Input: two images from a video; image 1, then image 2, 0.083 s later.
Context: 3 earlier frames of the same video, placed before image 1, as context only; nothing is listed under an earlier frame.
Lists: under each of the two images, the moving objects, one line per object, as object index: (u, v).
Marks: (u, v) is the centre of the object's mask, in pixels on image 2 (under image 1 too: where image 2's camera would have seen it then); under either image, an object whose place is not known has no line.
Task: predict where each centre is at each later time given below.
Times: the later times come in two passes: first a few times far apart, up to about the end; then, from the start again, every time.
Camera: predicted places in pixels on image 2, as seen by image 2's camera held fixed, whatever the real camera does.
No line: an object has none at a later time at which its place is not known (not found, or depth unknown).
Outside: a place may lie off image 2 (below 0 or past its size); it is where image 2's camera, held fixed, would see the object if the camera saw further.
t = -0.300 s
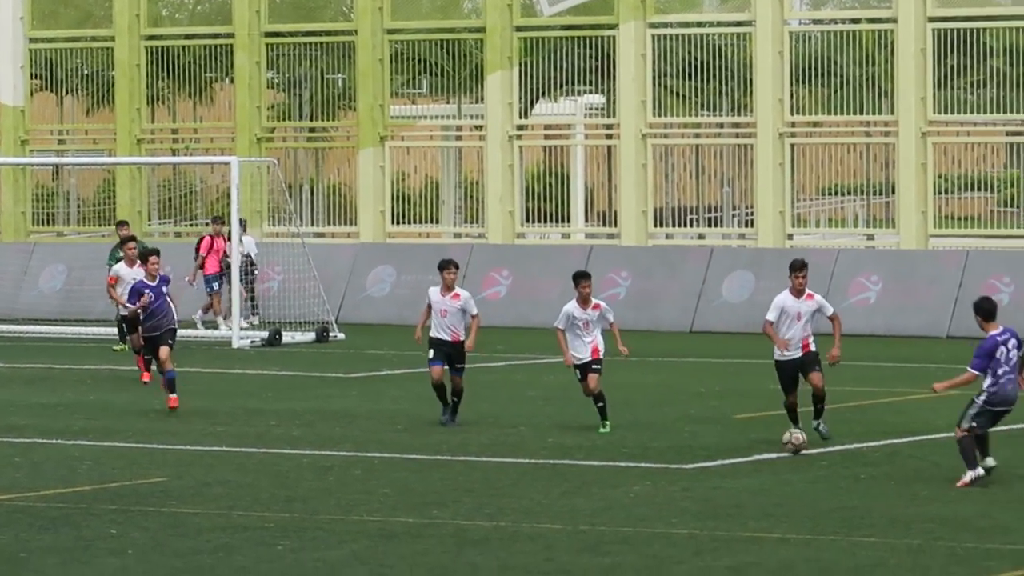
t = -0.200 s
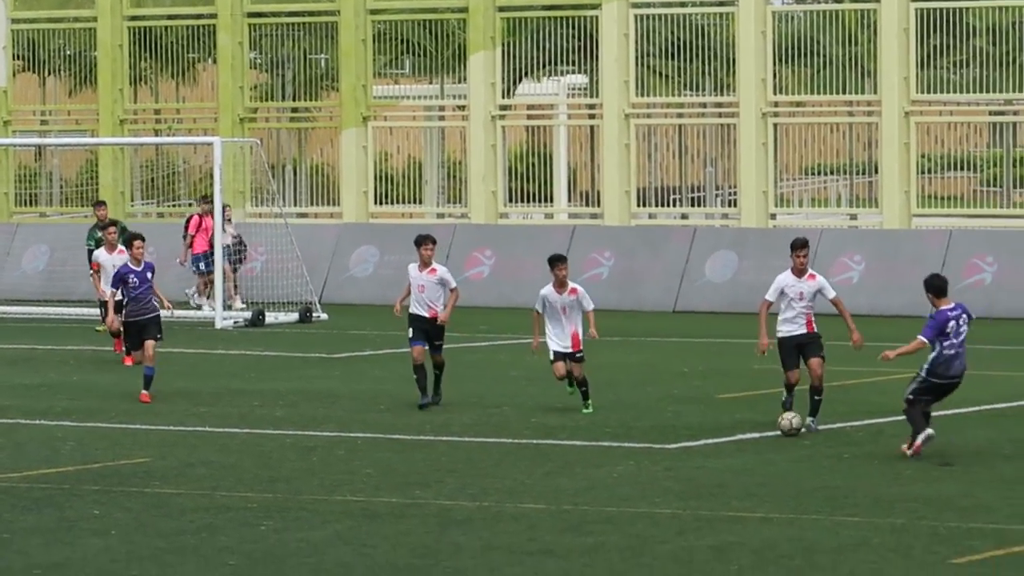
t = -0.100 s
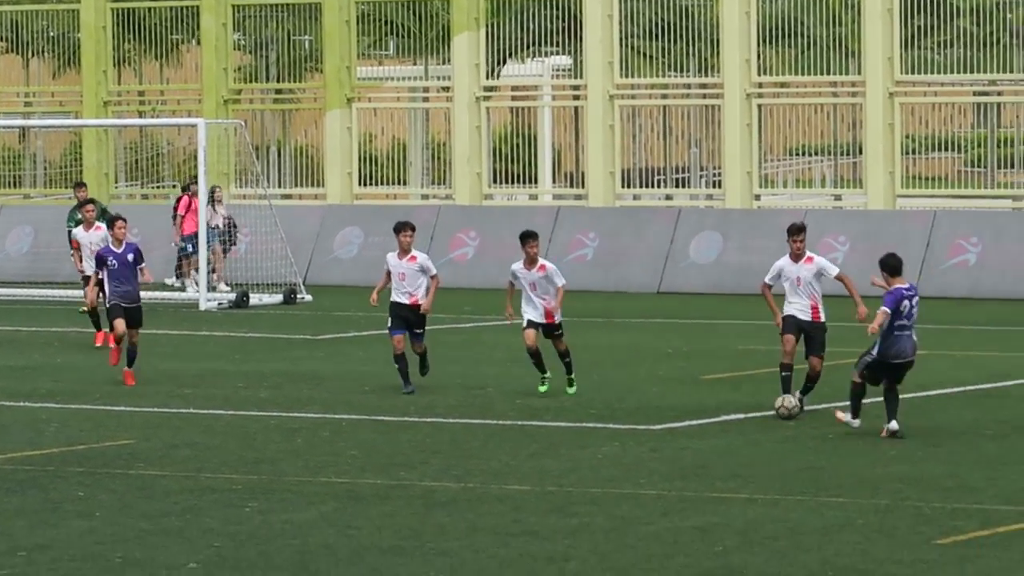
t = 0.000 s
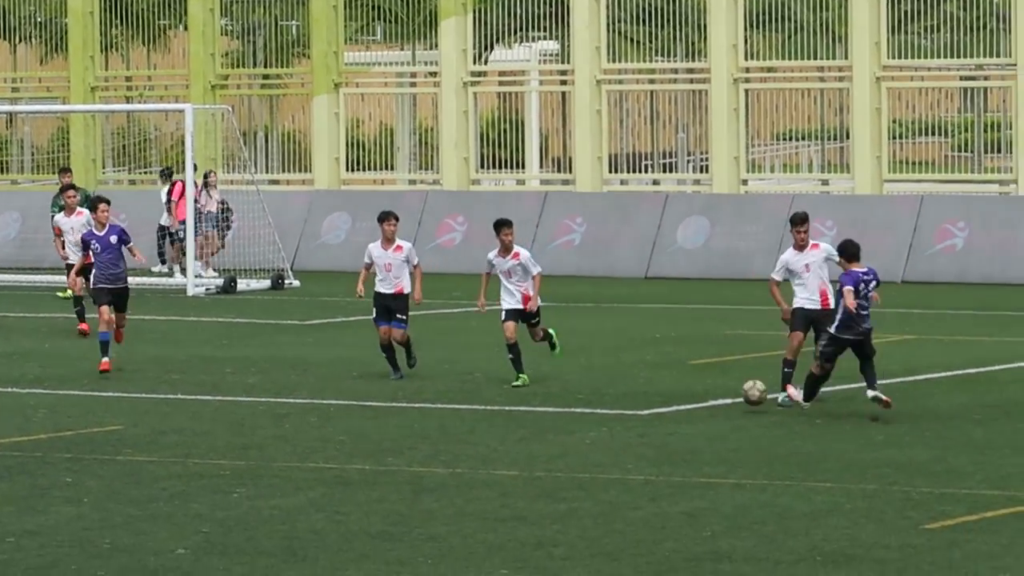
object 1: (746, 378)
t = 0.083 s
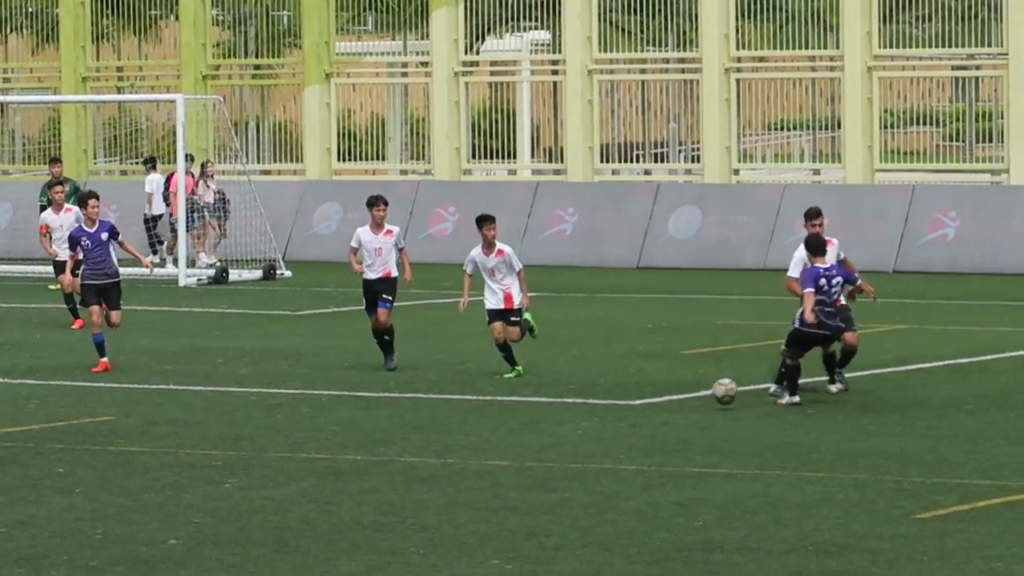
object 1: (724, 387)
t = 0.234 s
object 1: (686, 397)
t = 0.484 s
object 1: (628, 418)
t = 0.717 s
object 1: (584, 432)
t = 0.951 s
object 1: (548, 452)
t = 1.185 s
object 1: (512, 466)
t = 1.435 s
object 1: (470, 485)
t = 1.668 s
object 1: (431, 501)
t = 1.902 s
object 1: (384, 515)
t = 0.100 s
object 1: (720, 390)
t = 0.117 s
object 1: (717, 392)
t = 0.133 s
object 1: (711, 394)
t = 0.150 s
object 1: (708, 399)
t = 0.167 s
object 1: (704, 398)
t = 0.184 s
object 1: (701, 396)
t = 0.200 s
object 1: (695, 398)
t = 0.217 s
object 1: (691, 399)
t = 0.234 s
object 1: (686, 397)
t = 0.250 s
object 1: (682, 398)
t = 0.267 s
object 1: (678, 400)
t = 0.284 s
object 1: (674, 403)
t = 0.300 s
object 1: (670, 405)
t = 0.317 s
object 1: (666, 407)
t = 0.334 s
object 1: (661, 411)
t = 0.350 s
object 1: (658, 412)
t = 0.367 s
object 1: (653, 412)
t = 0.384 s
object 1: (650, 416)
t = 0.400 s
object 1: (646, 417)
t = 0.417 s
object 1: (642, 418)
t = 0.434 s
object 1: (638, 416)
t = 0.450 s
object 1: (636, 417)
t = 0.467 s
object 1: (632, 417)
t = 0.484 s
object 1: (628, 418)
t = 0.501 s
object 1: (624, 417)
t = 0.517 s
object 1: (621, 419)
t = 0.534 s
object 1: (618, 417)
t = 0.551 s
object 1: (614, 423)
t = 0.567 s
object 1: (611, 425)
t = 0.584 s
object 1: (607, 428)
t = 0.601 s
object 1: (602, 432)
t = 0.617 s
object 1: (599, 434)
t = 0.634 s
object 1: (597, 432)
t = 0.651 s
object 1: (595, 429)
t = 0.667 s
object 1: (593, 429)
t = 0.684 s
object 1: (589, 429)
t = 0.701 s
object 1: (587, 431)
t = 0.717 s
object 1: (584, 432)
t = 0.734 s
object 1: (580, 430)
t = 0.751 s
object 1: (578, 434)
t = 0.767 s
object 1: (575, 431)
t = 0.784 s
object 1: (575, 433)
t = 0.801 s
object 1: (570, 434)
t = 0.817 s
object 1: (570, 438)
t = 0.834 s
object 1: (566, 441)
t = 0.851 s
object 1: (563, 444)
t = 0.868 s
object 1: (560, 450)
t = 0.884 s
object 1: (558, 454)
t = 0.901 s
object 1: (557, 450)
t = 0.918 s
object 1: (554, 452)
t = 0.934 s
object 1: (551, 449)
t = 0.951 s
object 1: (548, 452)
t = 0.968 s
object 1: (546, 452)
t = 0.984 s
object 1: (542, 450)
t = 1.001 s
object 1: (541, 450)
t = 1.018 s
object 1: (538, 454)
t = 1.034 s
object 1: (534, 450)
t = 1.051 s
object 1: (534, 452)
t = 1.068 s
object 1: (530, 460)
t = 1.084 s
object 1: (527, 462)
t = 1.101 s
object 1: (525, 465)
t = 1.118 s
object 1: (522, 469)
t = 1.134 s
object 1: (519, 470)
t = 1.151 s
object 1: (517, 464)
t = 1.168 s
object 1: (516, 462)
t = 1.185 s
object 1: (512, 466)
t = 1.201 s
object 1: (509, 465)
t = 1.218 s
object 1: (506, 466)
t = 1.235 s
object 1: (503, 467)
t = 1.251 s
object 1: (500, 472)
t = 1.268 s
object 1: (498, 467)
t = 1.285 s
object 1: (495, 473)
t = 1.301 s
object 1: (493, 476)
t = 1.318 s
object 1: (488, 478)
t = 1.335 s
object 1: (486, 486)
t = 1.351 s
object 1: (483, 481)
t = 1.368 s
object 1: (480, 483)
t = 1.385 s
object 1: (478, 480)
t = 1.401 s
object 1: (476, 479)
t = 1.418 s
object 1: (474, 478)
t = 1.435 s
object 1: (470, 485)
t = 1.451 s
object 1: (466, 482)
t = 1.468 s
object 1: (464, 488)
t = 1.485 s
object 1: (460, 488)
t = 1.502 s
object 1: (458, 493)
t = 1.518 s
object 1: (456, 488)
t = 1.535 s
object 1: (453, 499)
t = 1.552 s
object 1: (451, 496)
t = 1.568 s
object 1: (446, 495)
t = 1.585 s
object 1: (443, 502)
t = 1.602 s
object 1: (441, 503)
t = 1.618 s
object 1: (436, 501)
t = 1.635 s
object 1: (432, 498)
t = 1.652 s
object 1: (433, 501)
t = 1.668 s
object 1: (431, 501)
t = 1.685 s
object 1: (425, 510)
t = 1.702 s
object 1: (423, 511)
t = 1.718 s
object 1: (420, 507)
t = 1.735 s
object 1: (415, 507)
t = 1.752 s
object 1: (413, 506)
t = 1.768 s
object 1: (409, 507)
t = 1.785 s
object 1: (408, 511)
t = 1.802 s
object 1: (405, 512)
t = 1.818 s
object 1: (400, 519)
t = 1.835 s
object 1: (396, 515)
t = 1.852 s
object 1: (395, 517)
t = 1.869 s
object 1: (390, 516)
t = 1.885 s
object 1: (387, 515)
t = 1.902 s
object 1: (384, 515)
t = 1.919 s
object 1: (380, 518)
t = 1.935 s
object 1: (379, 521)
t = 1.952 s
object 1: (374, 528)
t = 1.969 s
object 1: (370, 528)
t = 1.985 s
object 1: (367, 528)
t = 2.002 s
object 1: (364, 529)
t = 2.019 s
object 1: (360, 530)
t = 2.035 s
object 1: (357, 523)
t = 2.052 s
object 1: (352, 525)
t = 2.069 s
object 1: (350, 530)
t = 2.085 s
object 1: (347, 536)
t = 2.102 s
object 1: (340, 536)
